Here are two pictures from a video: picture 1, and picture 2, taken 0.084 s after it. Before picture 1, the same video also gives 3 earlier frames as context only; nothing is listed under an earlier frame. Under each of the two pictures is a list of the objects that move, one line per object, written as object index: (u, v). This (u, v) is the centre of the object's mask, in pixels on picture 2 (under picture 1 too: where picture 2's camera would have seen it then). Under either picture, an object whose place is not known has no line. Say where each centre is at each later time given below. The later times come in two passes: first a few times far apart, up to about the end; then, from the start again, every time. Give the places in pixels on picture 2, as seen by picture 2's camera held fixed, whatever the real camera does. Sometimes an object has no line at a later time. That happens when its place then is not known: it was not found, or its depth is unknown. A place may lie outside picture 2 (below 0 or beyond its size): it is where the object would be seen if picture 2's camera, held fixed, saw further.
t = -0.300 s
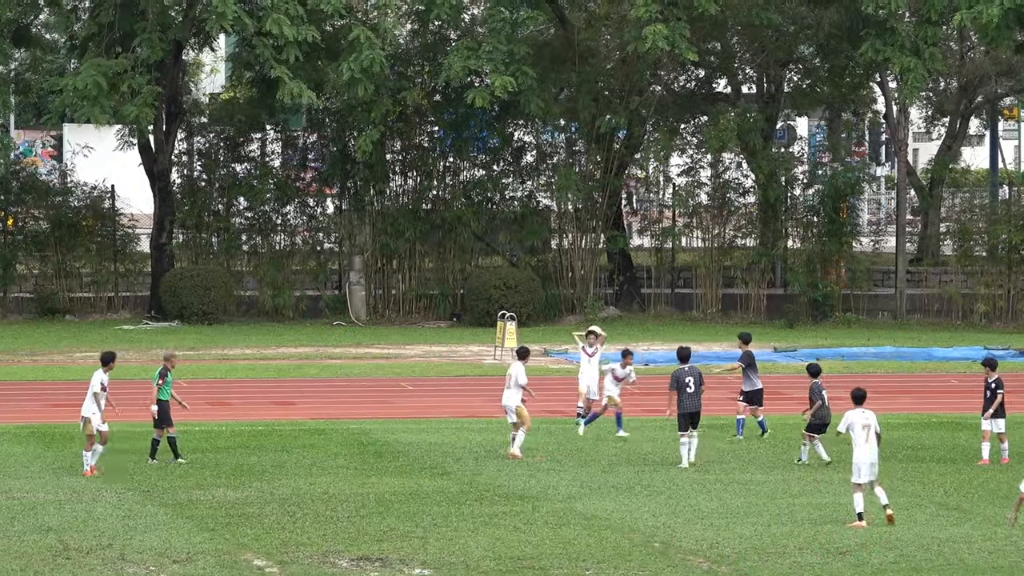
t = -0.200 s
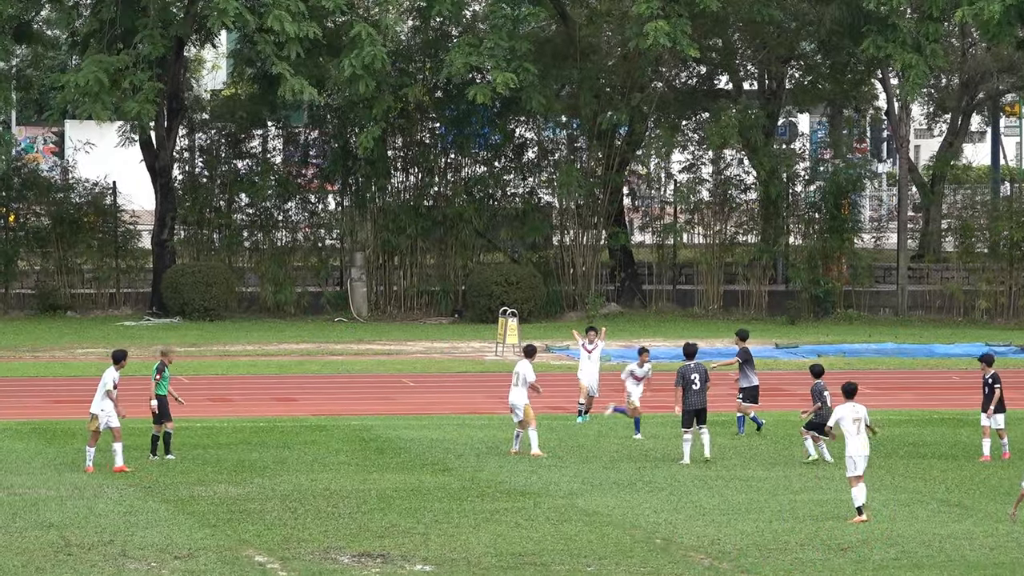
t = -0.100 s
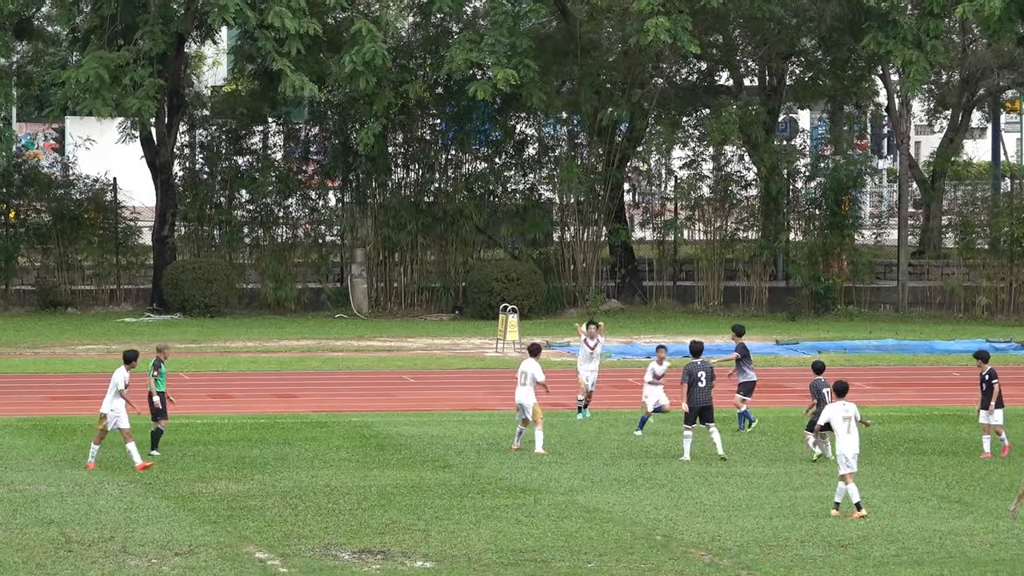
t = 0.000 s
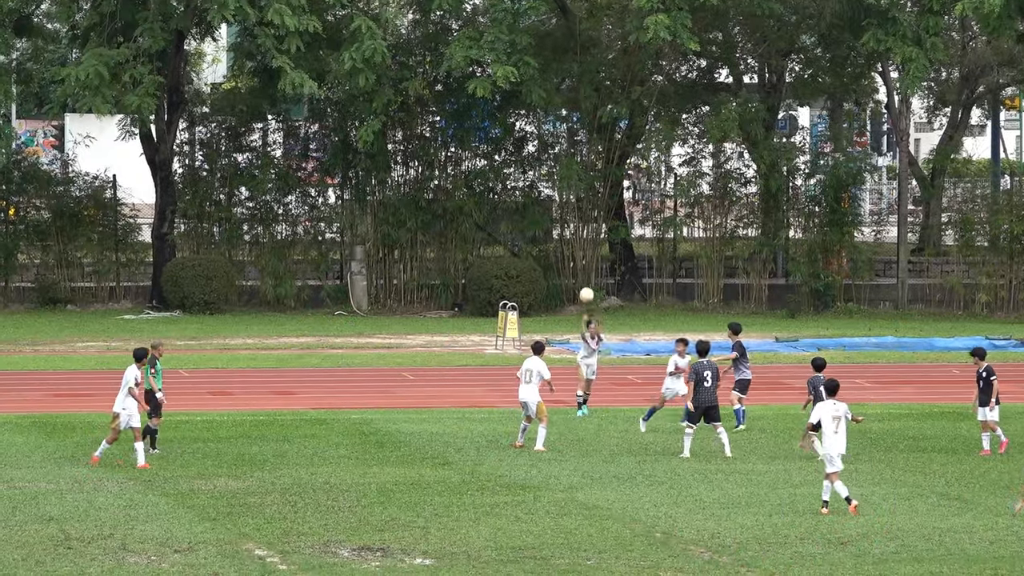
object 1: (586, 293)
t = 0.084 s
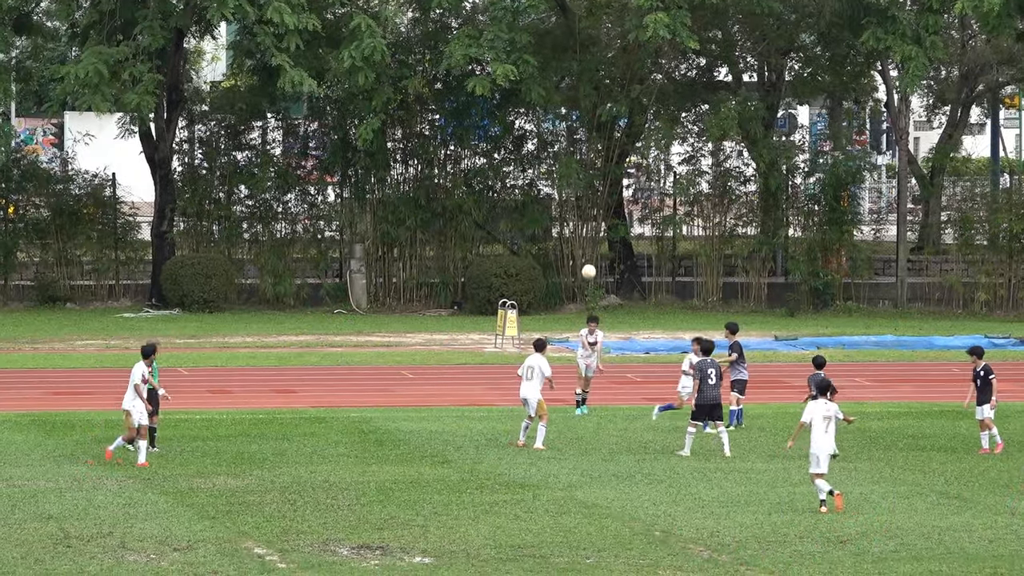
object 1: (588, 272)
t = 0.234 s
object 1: (593, 243)
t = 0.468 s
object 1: (601, 227)
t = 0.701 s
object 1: (610, 247)
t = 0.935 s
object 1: (621, 304)
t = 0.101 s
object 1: (589, 267)
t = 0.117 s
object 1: (590, 264)
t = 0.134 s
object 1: (590, 261)
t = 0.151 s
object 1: (590, 257)
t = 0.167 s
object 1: (591, 254)
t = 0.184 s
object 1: (592, 251)
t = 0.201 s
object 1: (592, 248)
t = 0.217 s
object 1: (593, 245)
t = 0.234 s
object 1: (593, 243)
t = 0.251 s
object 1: (594, 241)
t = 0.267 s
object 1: (595, 238)
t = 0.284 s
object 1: (595, 236)
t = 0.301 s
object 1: (596, 235)
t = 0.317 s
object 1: (596, 233)
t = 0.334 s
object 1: (597, 232)
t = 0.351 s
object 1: (597, 230)
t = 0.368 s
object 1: (598, 229)
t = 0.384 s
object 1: (598, 228)
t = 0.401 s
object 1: (599, 228)
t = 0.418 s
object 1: (599, 227)
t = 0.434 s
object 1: (600, 226)
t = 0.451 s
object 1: (600, 227)
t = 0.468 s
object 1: (601, 227)
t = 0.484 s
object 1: (601, 227)
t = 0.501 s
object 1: (602, 227)
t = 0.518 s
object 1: (603, 228)
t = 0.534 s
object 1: (603, 228)
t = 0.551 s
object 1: (604, 229)
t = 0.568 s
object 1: (604, 231)
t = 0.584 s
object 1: (605, 232)
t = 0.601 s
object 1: (605, 234)
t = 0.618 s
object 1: (606, 236)
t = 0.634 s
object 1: (607, 237)
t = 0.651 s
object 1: (608, 240)
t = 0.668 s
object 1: (608, 242)
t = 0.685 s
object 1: (609, 244)
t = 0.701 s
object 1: (610, 247)
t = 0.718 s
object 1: (611, 250)
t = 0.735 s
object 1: (612, 253)
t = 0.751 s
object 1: (613, 256)
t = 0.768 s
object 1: (613, 260)
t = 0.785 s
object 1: (614, 263)
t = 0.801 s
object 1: (615, 267)
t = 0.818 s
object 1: (616, 270)
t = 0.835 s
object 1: (617, 275)
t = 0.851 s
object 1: (617, 280)
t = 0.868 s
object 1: (618, 284)
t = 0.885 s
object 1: (619, 288)
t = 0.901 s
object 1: (620, 293)
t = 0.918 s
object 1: (621, 298)
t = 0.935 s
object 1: (621, 304)
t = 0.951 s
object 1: (622, 309)
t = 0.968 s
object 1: (623, 315)
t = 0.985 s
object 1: (624, 321)
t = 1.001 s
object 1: (625, 327)
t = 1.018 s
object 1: (626, 333)
